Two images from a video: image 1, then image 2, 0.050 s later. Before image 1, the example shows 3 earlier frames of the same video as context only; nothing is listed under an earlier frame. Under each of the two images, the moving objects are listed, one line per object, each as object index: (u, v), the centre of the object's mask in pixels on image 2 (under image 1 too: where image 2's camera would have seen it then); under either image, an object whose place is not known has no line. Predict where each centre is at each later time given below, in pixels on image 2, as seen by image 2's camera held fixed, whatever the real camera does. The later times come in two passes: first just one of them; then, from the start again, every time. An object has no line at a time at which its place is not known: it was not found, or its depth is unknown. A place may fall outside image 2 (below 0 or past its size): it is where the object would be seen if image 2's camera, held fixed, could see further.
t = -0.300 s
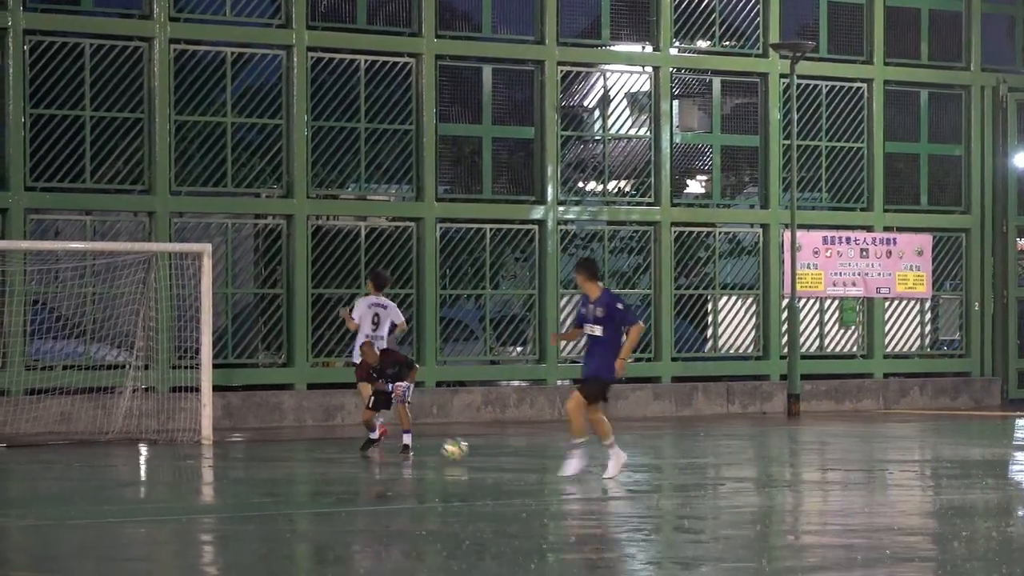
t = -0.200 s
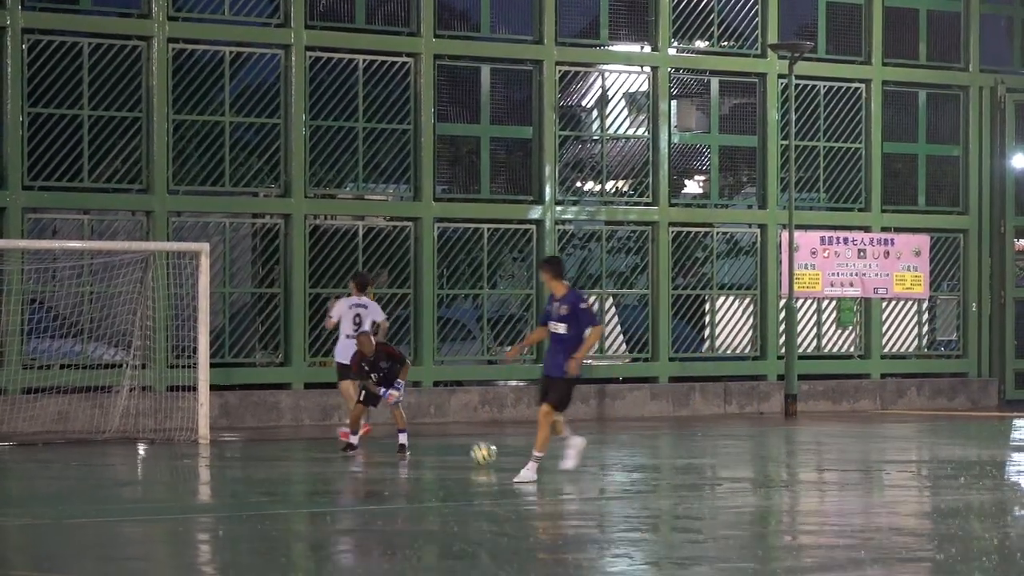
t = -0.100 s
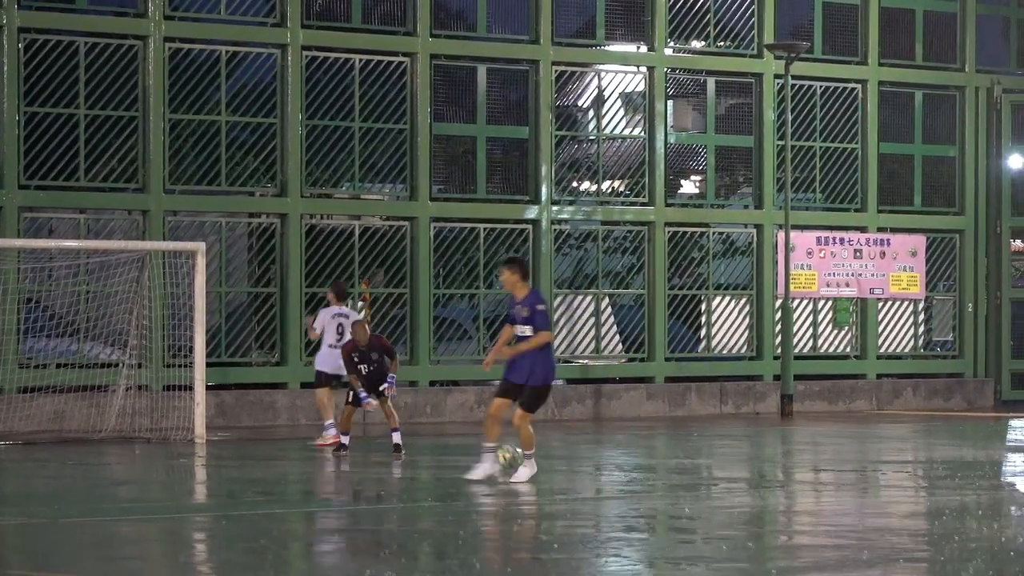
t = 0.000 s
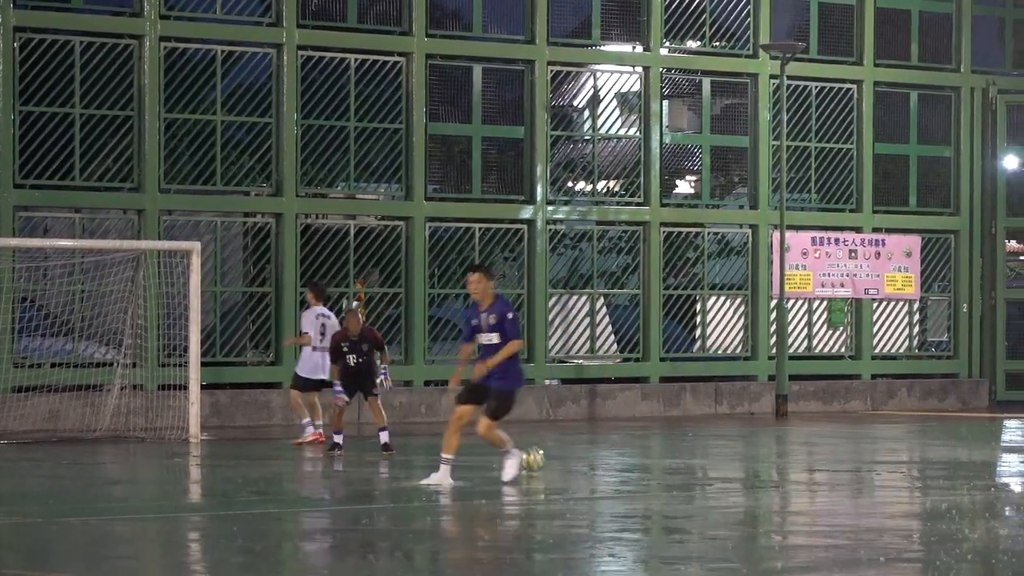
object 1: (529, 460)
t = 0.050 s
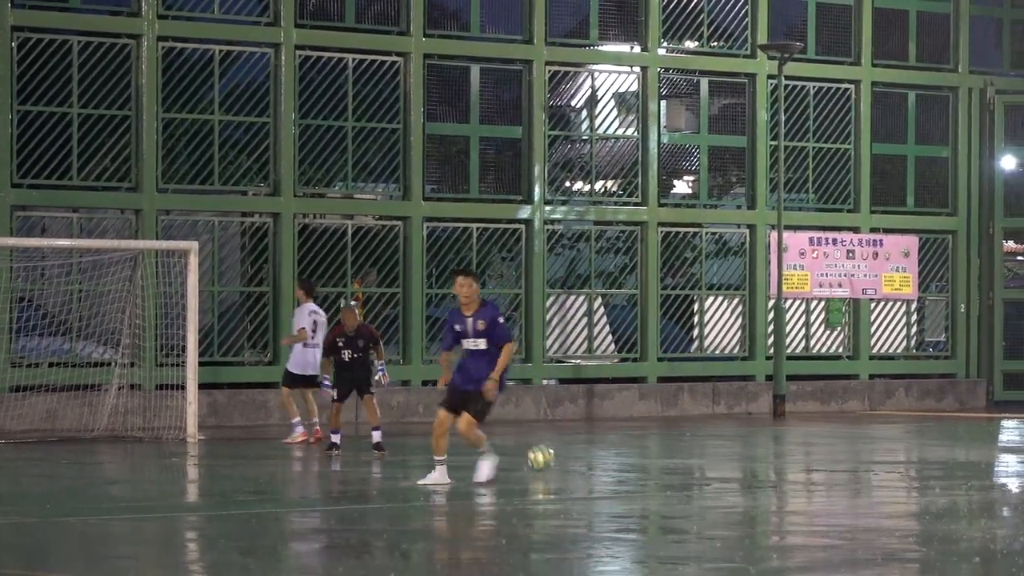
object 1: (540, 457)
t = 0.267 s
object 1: (596, 469)
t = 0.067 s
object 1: (545, 458)
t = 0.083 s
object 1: (549, 460)
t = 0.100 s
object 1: (553, 461)
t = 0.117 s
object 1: (557, 463)
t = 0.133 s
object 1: (561, 464)
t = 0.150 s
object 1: (566, 465)
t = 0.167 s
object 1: (571, 466)
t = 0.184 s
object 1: (575, 467)
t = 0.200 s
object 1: (579, 467)
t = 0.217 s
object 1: (584, 467)
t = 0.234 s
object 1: (588, 467)
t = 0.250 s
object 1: (591, 467)
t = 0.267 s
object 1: (596, 469)
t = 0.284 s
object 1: (600, 468)
